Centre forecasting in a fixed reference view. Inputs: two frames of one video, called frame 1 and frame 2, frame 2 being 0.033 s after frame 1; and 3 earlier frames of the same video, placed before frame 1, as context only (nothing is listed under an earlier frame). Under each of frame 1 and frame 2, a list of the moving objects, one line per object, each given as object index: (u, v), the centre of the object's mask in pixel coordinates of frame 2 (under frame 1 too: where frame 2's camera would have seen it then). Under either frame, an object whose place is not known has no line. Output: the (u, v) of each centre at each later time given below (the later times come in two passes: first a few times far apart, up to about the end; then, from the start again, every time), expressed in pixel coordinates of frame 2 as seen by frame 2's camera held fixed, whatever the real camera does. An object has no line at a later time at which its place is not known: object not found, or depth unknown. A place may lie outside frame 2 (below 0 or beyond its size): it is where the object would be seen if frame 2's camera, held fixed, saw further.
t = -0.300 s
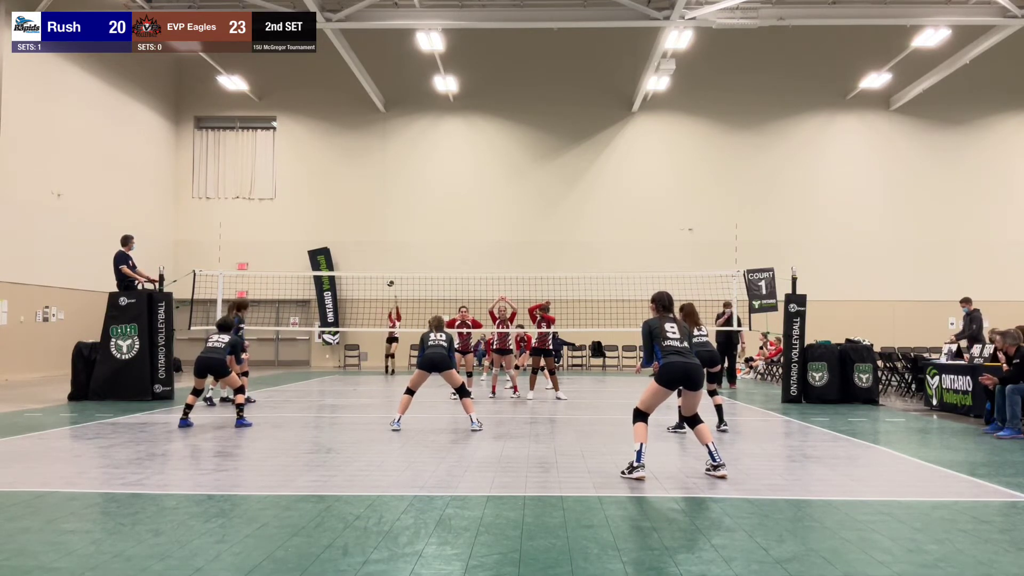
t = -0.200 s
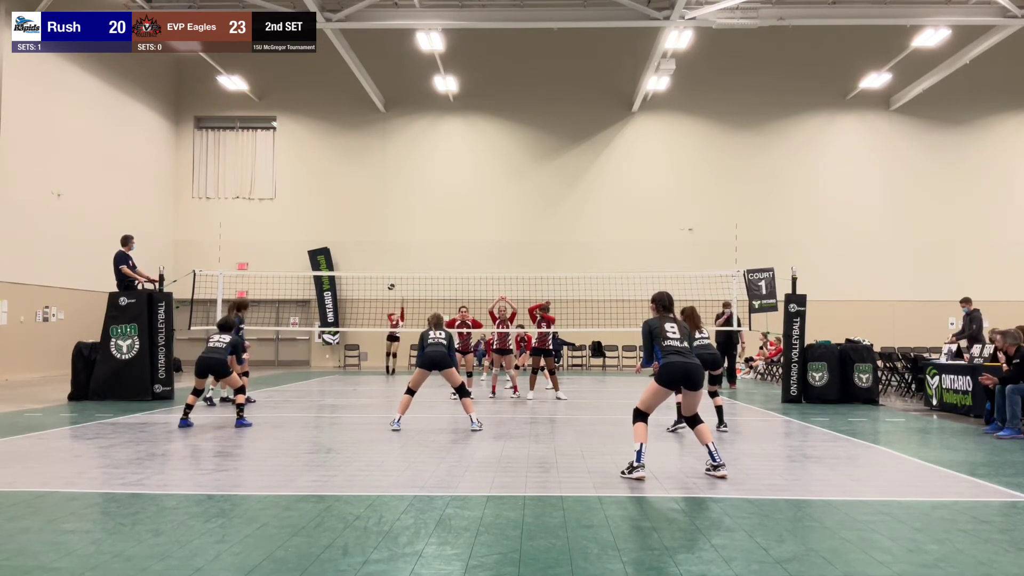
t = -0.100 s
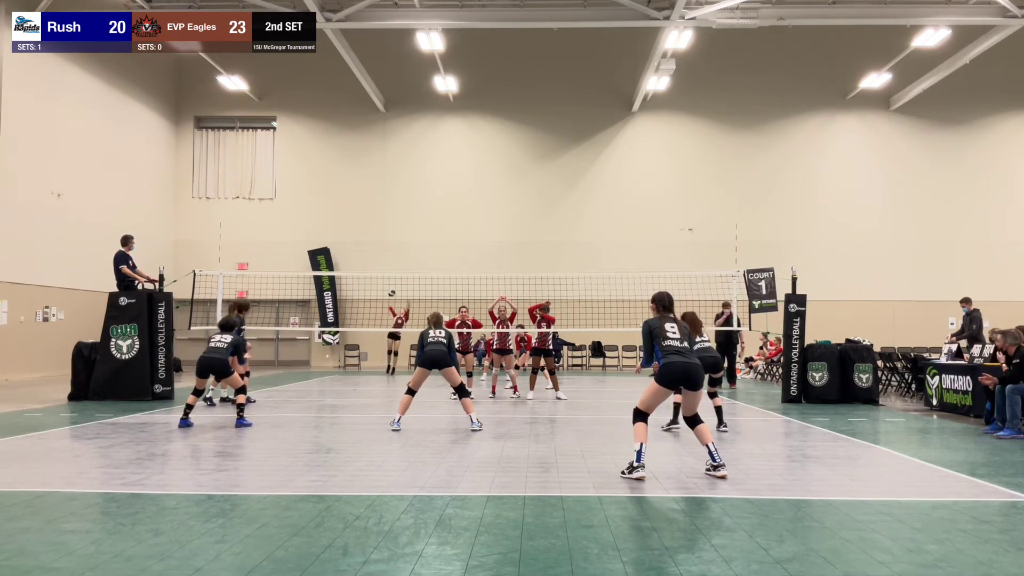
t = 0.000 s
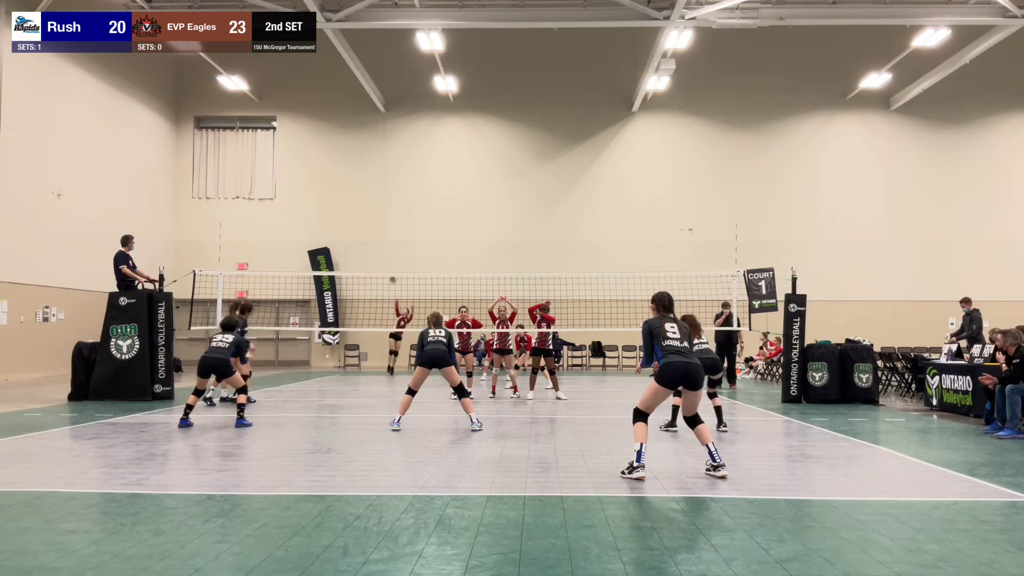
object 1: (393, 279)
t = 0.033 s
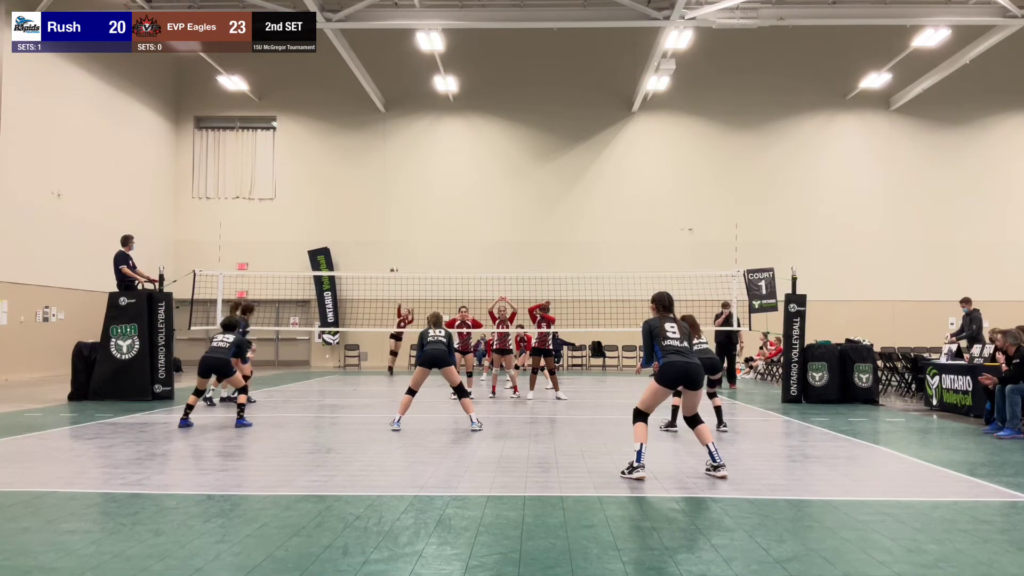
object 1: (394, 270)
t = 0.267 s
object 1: (397, 216)
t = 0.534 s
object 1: (399, 165)
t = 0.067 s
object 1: (394, 263)
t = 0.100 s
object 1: (394, 255)
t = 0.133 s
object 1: (395, 247)
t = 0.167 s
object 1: (396, 239)
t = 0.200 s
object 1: (396, 231)
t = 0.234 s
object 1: (397, 224)
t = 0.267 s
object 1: (397, 216)
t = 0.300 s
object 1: (398, 209)
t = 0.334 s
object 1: (398, 202)
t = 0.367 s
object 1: (399, 195)
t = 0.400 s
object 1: (399, 188)
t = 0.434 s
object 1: (399, 181)
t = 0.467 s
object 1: (399, 176)
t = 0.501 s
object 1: (399, 170)
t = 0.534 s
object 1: (399, 165)
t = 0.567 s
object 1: (400, 160)
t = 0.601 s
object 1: (400, 156)
